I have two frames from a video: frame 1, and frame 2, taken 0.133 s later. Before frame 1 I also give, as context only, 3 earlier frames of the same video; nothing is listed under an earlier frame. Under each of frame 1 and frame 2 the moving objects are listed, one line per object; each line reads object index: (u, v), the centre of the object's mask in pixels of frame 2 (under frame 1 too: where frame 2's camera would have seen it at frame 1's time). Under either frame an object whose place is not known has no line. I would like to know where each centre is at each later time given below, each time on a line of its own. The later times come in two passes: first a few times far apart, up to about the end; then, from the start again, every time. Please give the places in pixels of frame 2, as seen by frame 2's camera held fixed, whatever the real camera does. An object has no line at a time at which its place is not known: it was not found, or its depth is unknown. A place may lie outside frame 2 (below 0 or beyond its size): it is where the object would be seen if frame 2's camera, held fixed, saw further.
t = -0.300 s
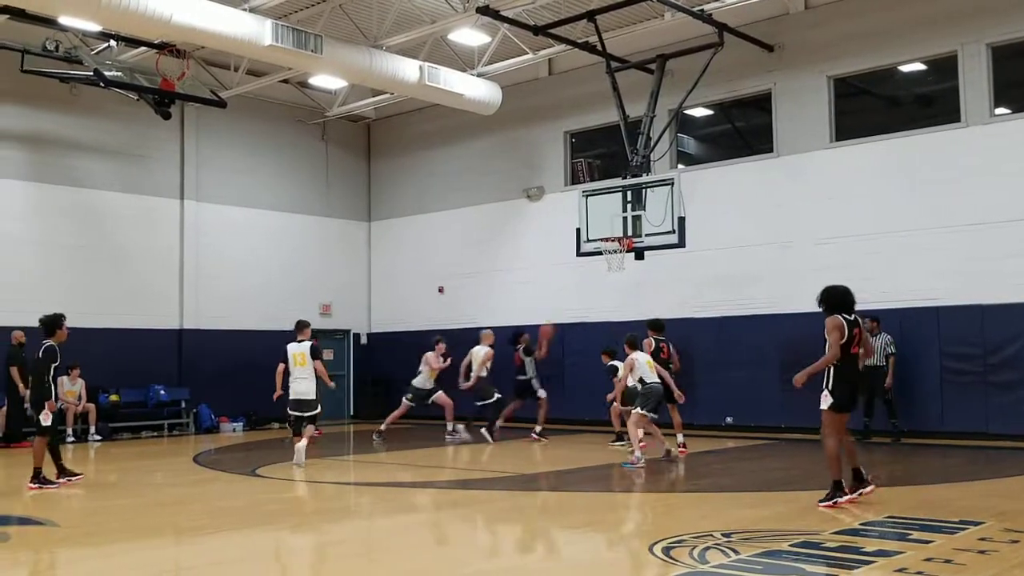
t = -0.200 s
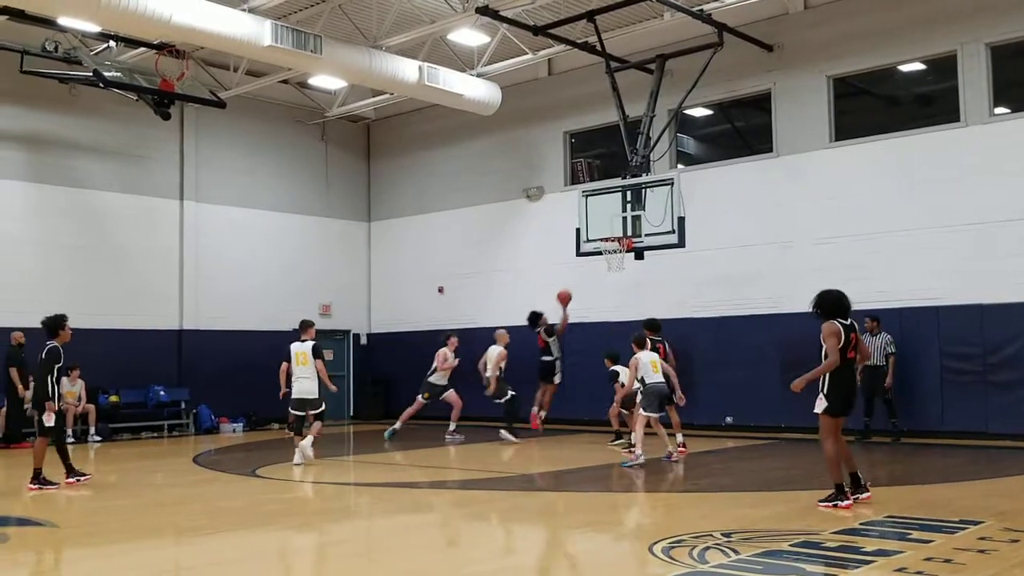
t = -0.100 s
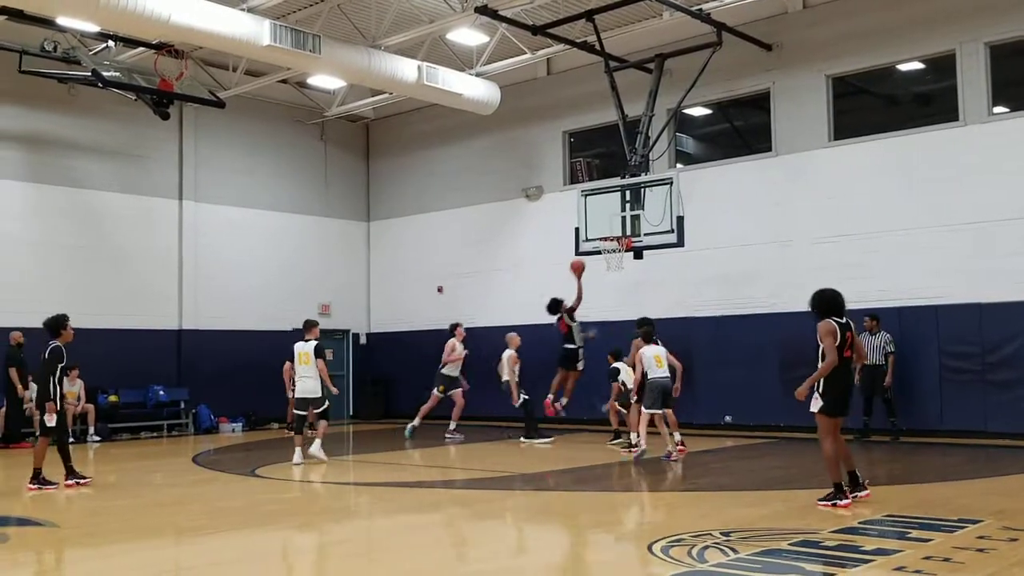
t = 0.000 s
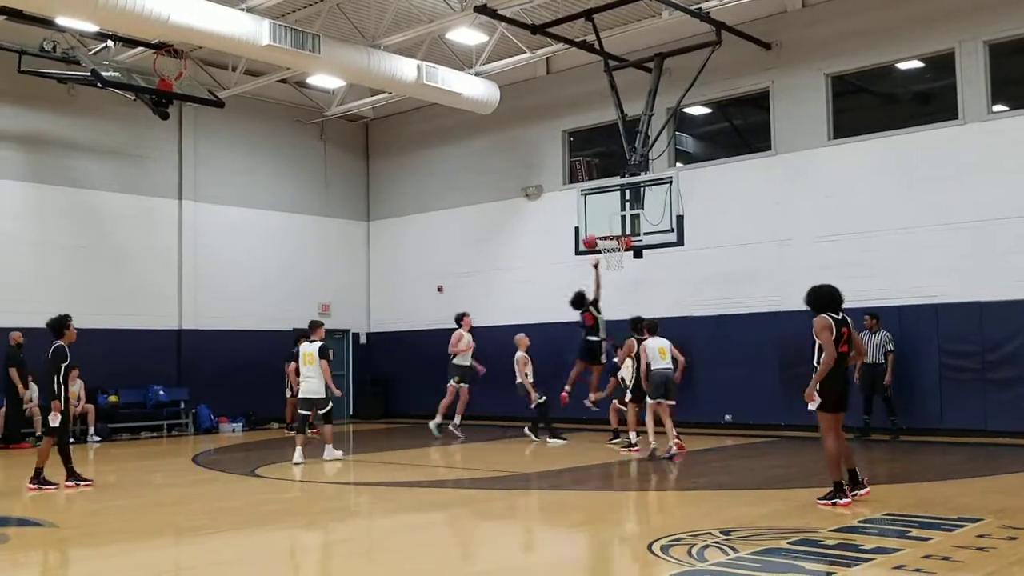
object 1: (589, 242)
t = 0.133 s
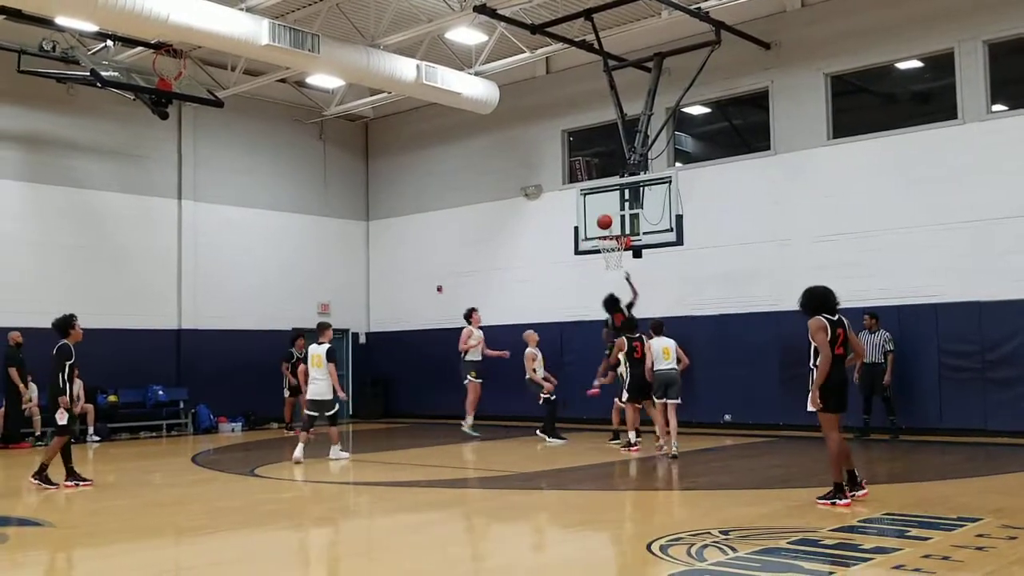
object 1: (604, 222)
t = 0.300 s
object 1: (604, 221)
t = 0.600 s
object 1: (611, 260)
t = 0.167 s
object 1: (604, 220)
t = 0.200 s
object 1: (604, 219)
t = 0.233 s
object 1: (604, 219)
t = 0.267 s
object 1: (604, 219)
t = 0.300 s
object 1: (604, 221)
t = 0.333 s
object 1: (605, 223)
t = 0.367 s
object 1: (604, 225)
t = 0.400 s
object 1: (605, 228)
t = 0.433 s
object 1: (605, 232)
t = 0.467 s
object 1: (605, 237)
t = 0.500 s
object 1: (607, 244)
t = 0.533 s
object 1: (608, 248)
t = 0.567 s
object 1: (609, 254)
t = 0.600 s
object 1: (611, 260)
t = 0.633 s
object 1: (613, 266)
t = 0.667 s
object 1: (614, 273)
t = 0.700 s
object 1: (616, 281)
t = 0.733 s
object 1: (618, 290)
